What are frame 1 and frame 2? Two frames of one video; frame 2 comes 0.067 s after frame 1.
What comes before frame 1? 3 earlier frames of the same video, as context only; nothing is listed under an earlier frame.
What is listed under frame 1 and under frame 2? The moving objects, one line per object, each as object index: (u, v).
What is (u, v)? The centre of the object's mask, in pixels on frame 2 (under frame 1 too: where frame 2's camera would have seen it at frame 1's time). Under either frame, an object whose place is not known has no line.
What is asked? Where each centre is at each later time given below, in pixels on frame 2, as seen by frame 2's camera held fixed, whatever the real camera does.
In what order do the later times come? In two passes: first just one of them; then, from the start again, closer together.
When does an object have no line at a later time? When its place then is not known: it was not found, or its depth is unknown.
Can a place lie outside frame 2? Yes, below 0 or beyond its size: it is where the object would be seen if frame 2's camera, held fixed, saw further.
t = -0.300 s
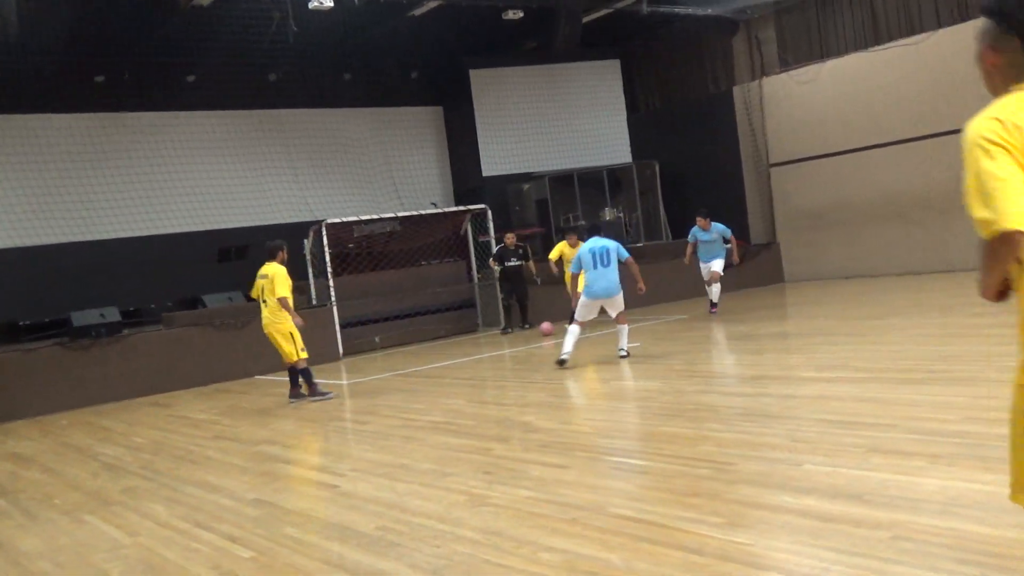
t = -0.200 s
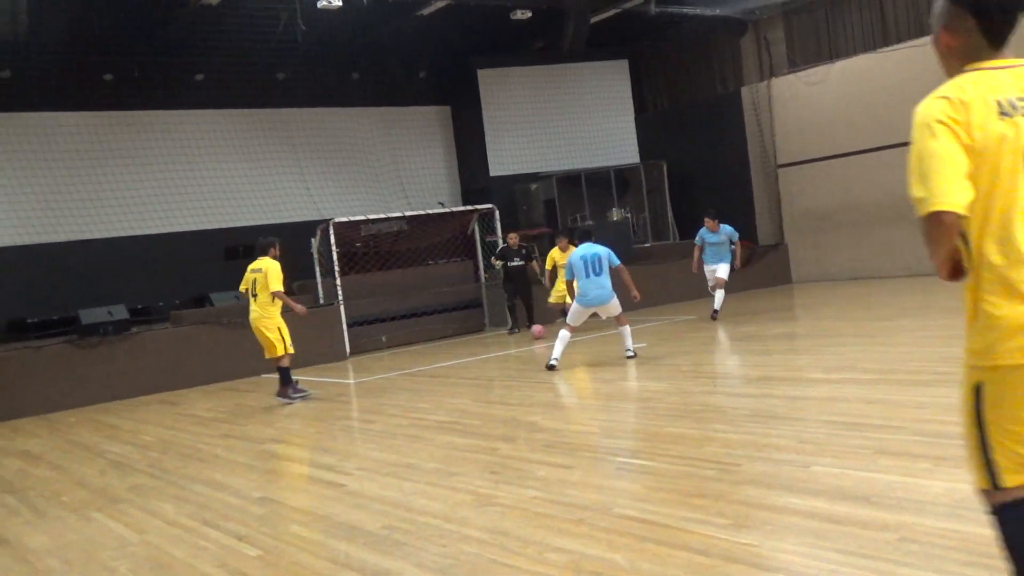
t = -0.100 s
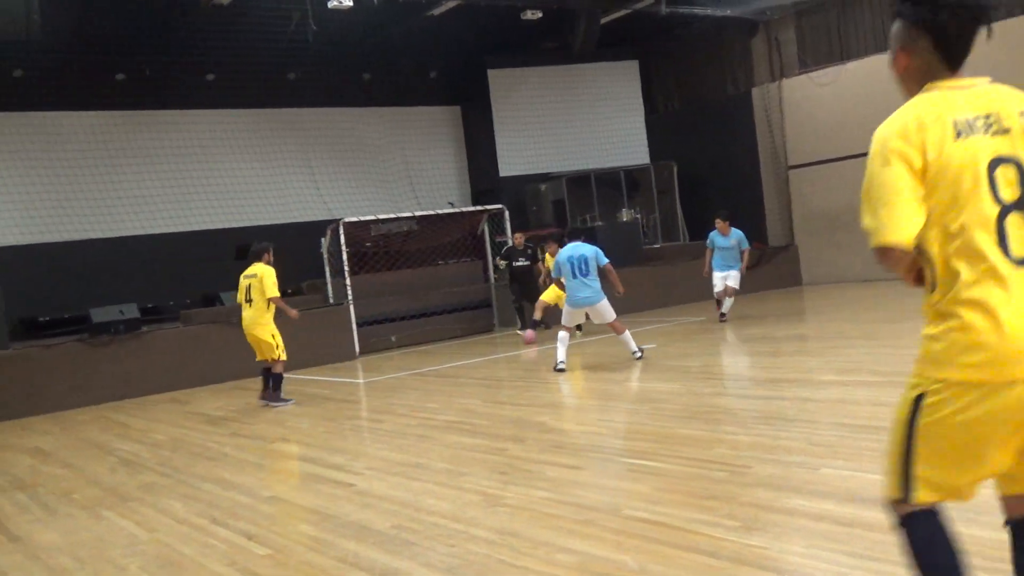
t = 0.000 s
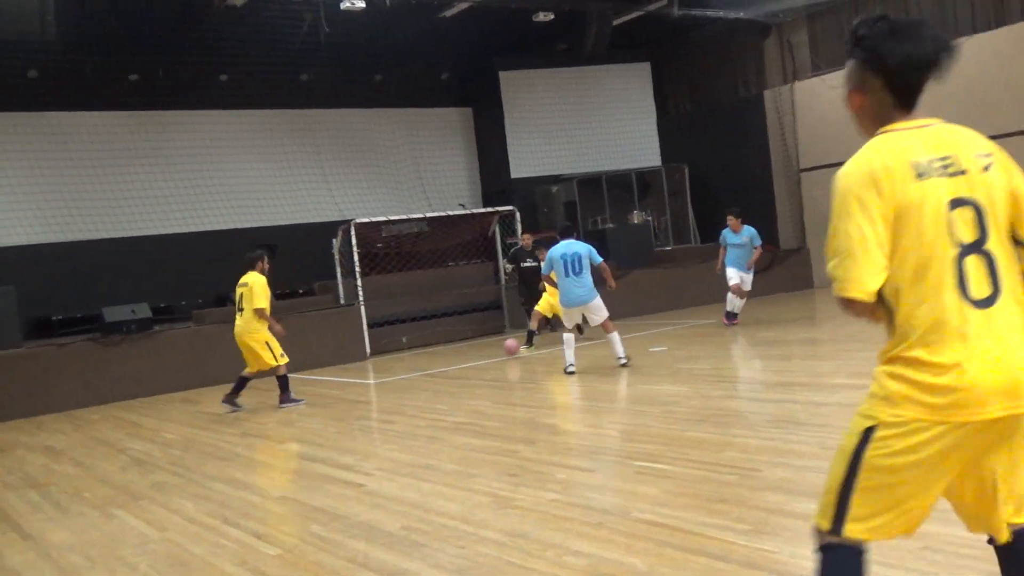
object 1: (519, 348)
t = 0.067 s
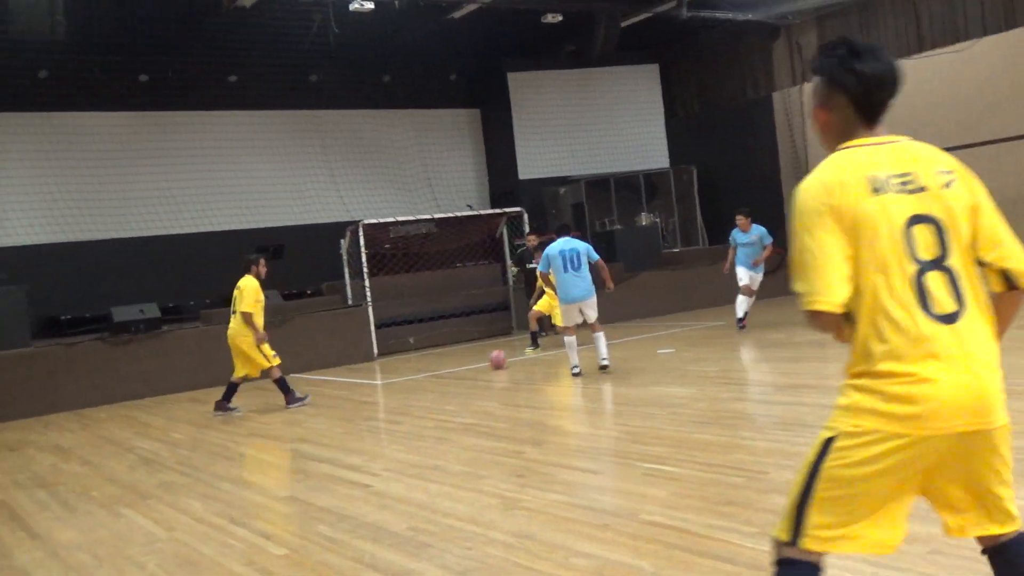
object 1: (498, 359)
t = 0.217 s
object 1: (447, 381)
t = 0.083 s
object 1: (492, 362)
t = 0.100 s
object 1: (487, 364)
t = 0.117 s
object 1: (482, 366)
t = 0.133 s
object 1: (476, 368)
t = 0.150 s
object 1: (470, 370)
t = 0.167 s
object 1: (464, 373)
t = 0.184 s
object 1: (459, 376)
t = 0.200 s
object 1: (453, 378)
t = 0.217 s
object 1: (447, 381)
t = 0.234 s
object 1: (441, 384)
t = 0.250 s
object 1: (434, 387)
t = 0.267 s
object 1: (428, 389)
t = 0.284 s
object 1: (422, 392)
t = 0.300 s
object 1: (415, 395)
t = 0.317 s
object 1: (408, 399)
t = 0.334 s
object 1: (401, 401)
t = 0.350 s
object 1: (394, 405)
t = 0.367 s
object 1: (386, 408)
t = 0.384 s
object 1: (378, 412)
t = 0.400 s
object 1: (370, 415)
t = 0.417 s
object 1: (362, 418)
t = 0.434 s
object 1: (354, 422)
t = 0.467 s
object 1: (337, 430)
